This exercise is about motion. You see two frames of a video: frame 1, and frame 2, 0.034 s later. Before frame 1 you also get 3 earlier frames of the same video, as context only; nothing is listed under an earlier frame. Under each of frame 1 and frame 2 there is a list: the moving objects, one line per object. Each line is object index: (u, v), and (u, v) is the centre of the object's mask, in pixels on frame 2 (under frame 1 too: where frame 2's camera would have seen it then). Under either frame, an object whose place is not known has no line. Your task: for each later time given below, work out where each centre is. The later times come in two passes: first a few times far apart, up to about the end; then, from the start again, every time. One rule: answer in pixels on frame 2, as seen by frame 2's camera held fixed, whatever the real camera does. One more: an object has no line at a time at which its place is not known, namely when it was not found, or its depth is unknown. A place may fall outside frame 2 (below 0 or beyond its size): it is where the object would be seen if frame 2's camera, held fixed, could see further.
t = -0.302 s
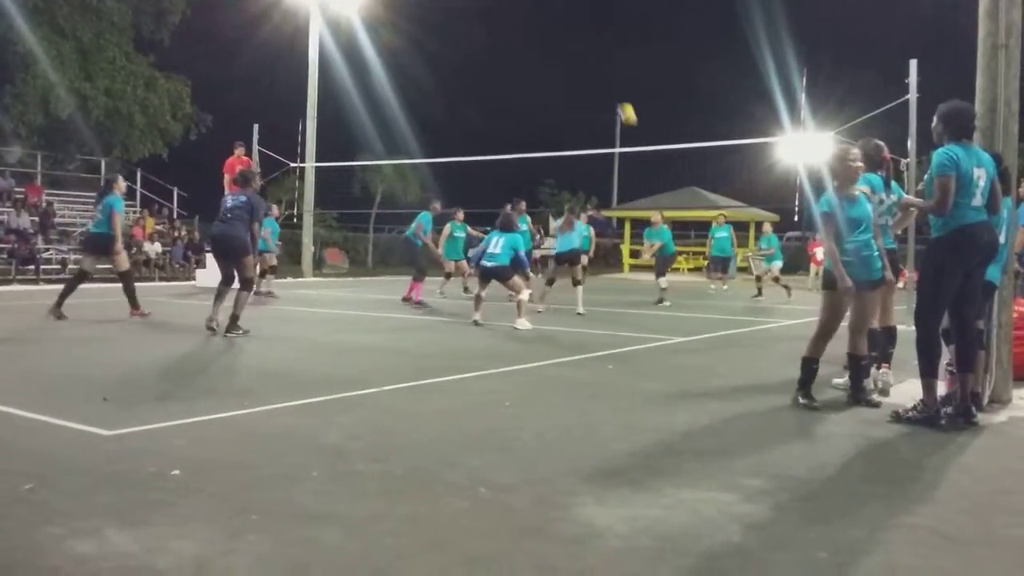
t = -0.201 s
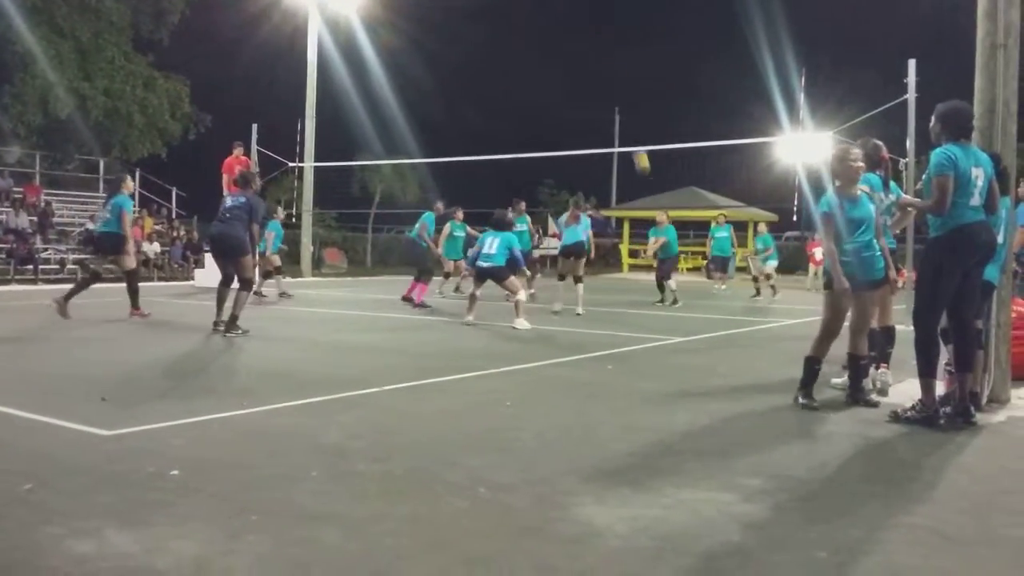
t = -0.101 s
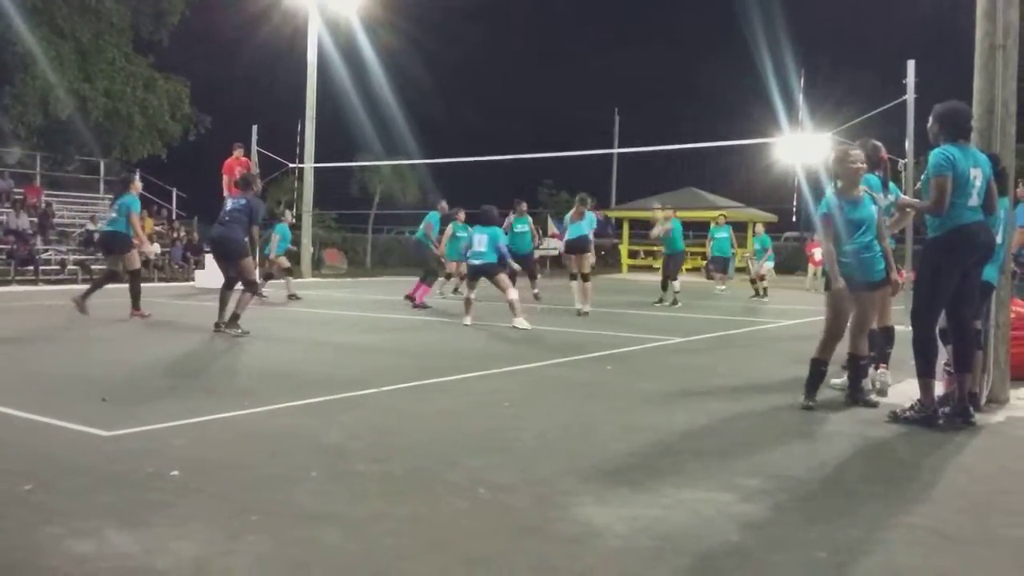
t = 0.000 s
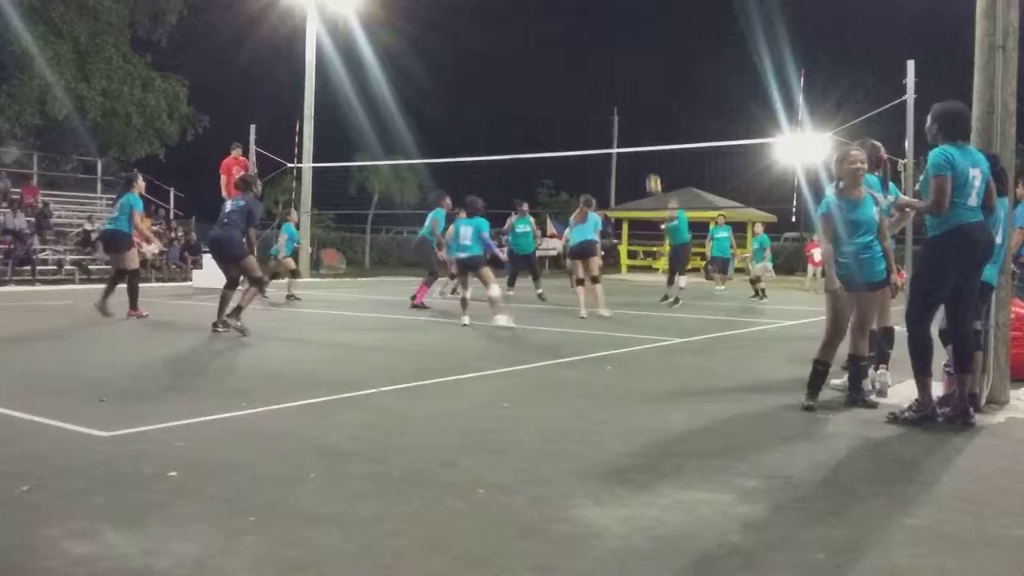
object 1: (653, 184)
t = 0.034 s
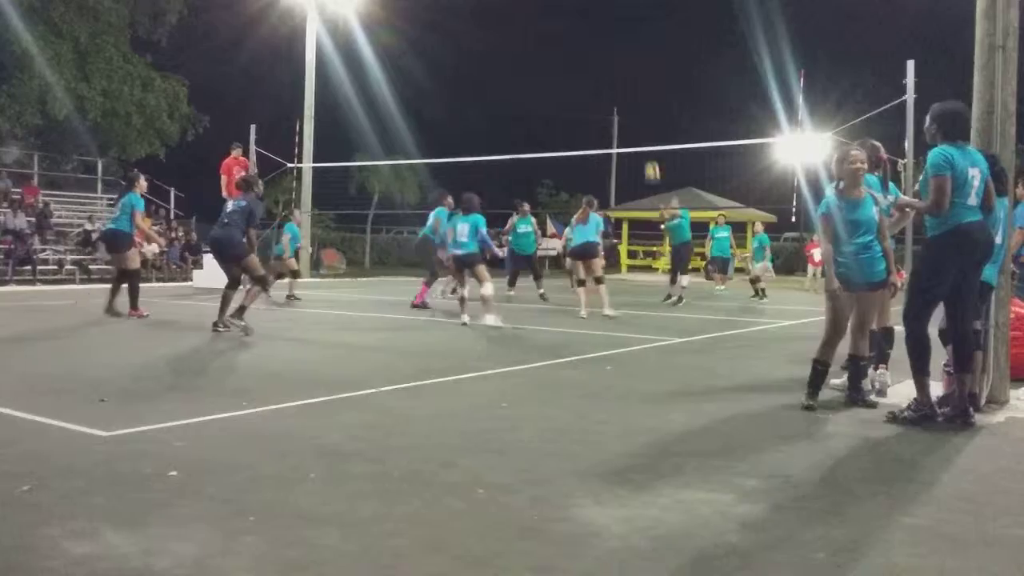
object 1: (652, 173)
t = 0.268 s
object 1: (641, 104)
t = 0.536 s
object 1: (631, 68)
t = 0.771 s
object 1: (620, 75)
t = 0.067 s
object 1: (650, 162)
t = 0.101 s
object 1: (649, 150)
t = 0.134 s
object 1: (647, 138)
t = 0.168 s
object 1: (645, 128)
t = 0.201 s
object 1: (644, 119)
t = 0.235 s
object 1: (642, 112)
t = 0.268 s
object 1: (641, 104)
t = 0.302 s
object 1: (640, 97)
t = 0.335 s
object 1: (639, 91)
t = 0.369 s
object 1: (637, 85)
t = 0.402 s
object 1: (636, 80)
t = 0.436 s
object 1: (635, 76)
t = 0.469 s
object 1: (634, 73)
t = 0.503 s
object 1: (633, 70)
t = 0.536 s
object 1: (631, 68)
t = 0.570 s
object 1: (629, 67)
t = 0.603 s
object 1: (628, 67)
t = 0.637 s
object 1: (627, 67)
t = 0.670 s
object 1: (625, 68)
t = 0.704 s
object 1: (624, 70)
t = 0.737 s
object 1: (622, 72)
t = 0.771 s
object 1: (620, 75)
